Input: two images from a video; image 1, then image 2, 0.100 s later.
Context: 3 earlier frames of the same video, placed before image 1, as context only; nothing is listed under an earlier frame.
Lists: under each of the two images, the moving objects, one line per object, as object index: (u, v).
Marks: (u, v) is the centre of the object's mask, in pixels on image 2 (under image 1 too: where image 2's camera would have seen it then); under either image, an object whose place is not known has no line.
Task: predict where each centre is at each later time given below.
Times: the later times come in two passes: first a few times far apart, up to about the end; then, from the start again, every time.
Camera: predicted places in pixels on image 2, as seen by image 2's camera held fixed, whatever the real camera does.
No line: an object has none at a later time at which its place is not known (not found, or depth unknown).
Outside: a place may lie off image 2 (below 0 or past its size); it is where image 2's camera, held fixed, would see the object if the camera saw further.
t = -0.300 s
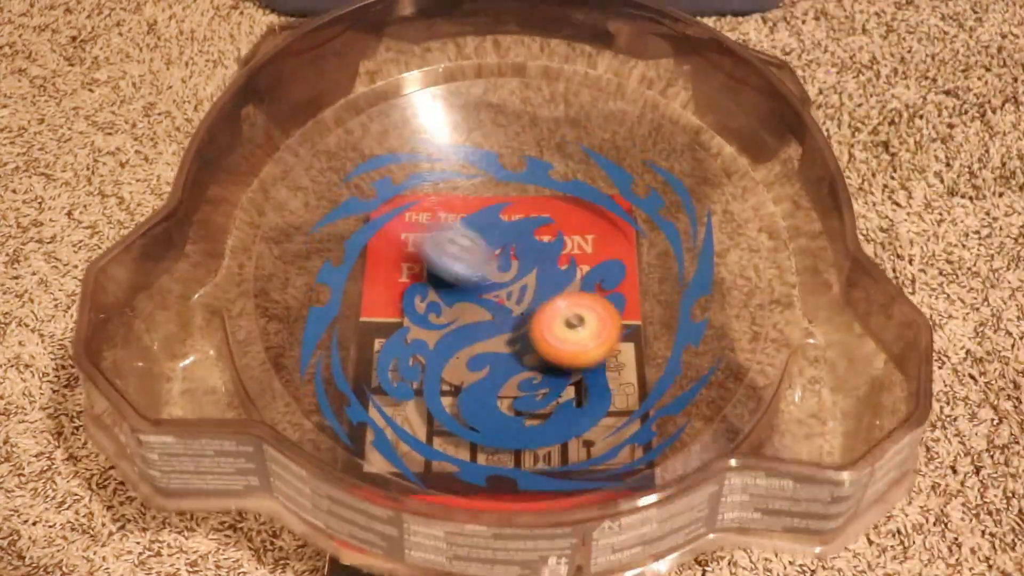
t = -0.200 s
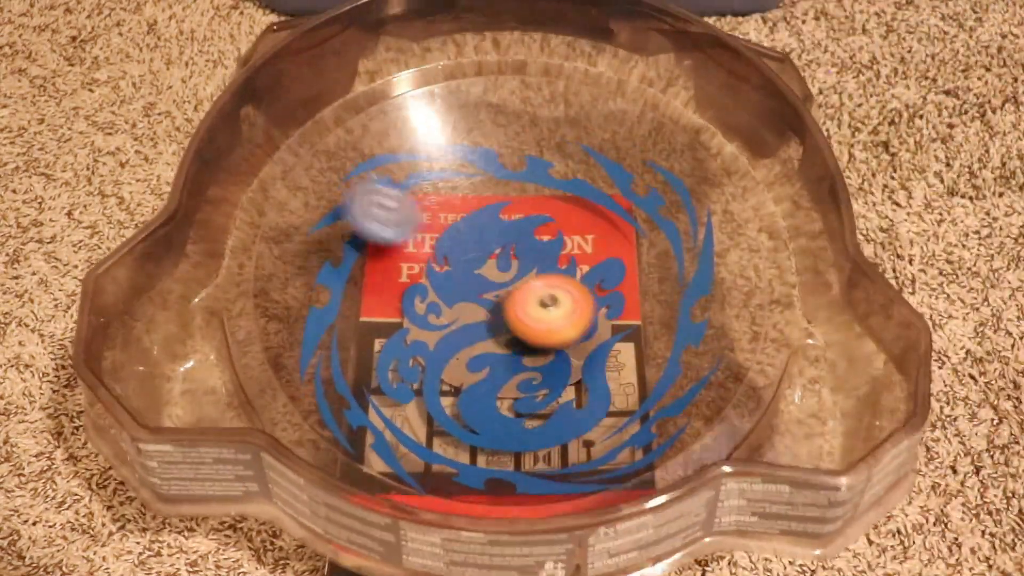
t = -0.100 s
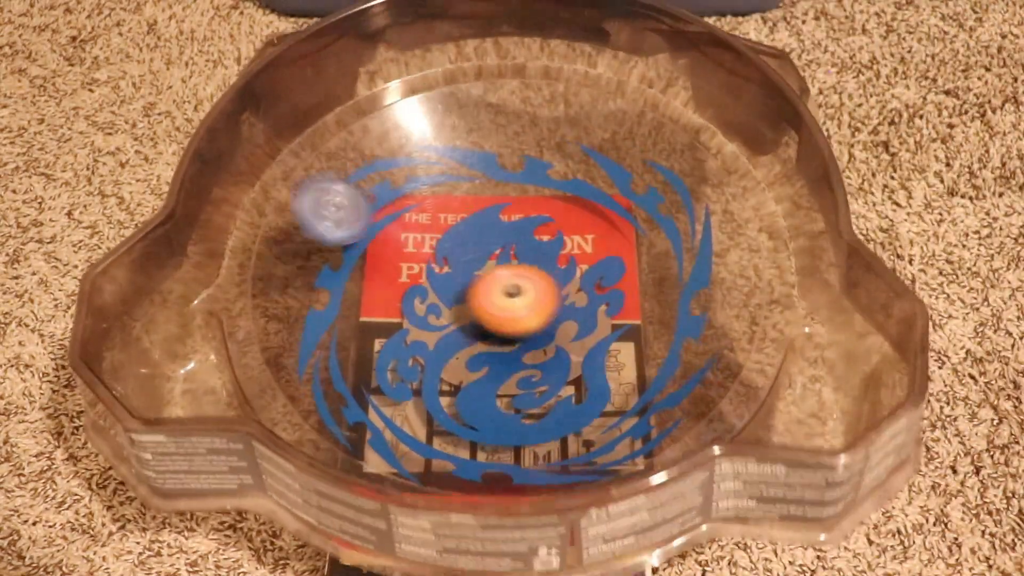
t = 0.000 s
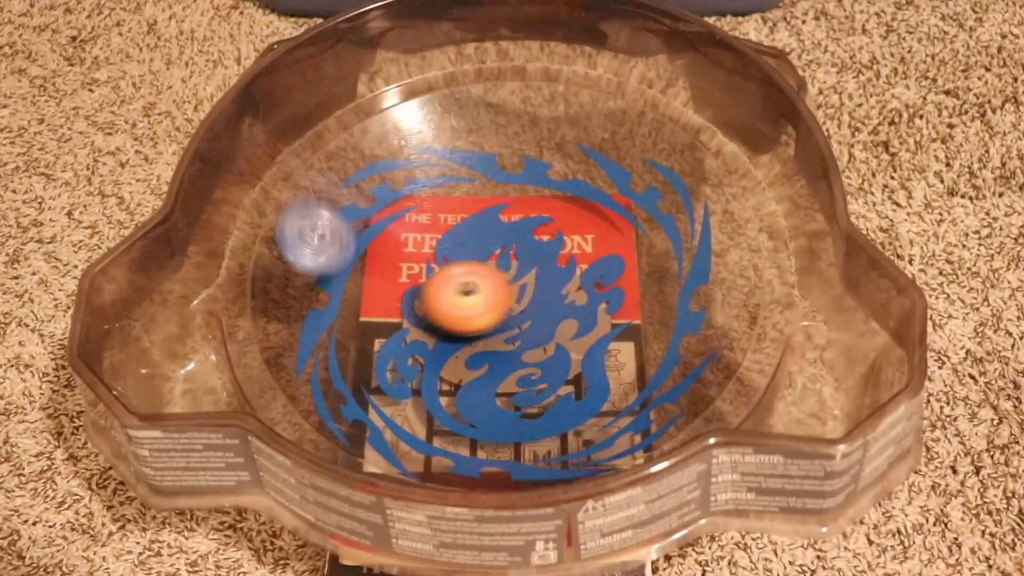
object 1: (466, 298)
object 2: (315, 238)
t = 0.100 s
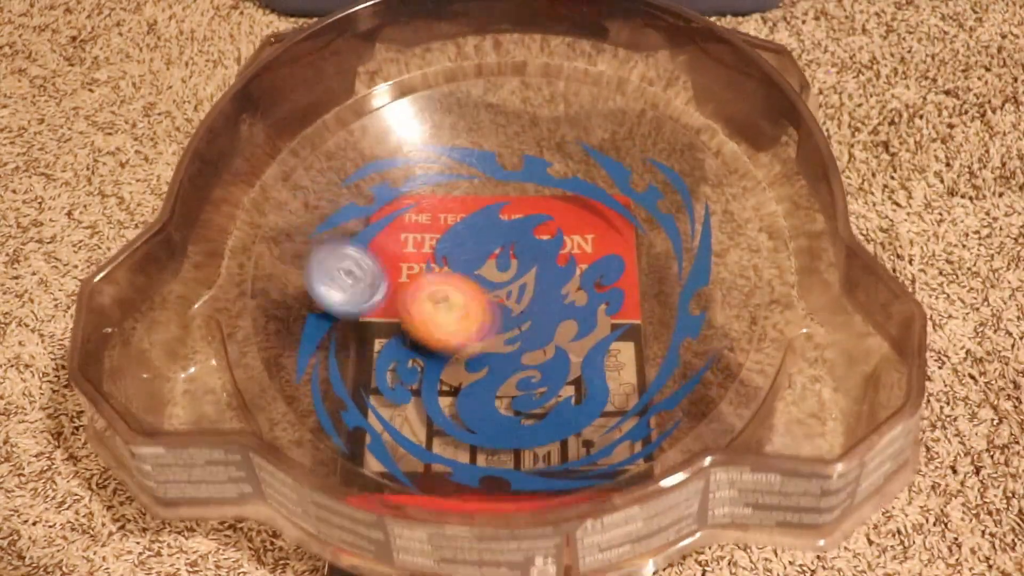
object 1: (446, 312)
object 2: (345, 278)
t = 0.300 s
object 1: (598, 340)
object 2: (374, 252)
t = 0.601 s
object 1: (592, 300)
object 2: (525, 100)
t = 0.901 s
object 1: (570, 306)
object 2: (532, 182)
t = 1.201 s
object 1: (513, 375)
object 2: (649, 276)
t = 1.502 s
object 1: (456, 332)
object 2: (627, 365)
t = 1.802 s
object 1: (416, 289)
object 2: (502, 352)
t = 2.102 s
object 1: (424, 241)
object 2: (523, 294)
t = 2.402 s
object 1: (475, 235)
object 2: (586, 228)
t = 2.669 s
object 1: (479, 246)
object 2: (613, 261)
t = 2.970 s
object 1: (503, 254)
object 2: (492, 374)
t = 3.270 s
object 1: (515, 276)
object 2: (477, 339)
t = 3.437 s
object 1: (548, 283)
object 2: (444, 305)
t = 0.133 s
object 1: (482, 330)
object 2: (332, 263)
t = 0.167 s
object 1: (516, 343)
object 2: (324, 254)
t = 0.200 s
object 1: (546, 350)
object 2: (327, 249)
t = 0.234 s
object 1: (568, 351)
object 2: (338, 248)
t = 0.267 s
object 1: (586, 347)
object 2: (354, 249)
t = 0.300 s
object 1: (598, 340)
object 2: (374, 252)
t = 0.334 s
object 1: (604, 331)
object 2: (398, 253)
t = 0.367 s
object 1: (605, 319)
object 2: (430, 250)
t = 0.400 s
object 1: (605, 304)
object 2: (460, 246)
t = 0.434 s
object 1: (601, 288)
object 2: (488, 238)
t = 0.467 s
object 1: (594, 272)
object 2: (514, 226)
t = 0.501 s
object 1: (587, 262)
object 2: (532, 211)
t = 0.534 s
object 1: (592, 277)
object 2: (532, 164)
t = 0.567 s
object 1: (593, 291)
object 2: (527, 127)
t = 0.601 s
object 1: (592, 300)
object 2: (525, 100)
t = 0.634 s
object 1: (589, 306)
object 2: (521, 82)
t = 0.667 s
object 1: (585, 308)
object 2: (519, 73)
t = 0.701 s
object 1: (582, 309)
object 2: (519, 72)
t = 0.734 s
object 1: (579, 309)
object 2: (522, 75)
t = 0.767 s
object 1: (577, 309)
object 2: (523, 85)
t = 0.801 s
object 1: (575, 308)
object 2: (522, 102)
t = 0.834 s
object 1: (574, 307)
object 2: (522, 124)
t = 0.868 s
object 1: (572, 306)
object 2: (526, 153)
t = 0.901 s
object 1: (570, 306)
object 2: (532, 182)
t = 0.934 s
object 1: (568, 306)
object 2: (541, 213)
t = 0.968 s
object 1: (563, 308)
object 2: (552, 236)
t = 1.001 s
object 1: (549, 328)
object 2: (577, 238)
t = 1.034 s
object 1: (536, 346)
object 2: (605, 240)
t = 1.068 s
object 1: (527, 356)
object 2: (625, 238)
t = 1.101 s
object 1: (520, 364)
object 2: (641, 247)
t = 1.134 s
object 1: (516, 370)
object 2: (649, 256)
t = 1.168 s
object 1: (514, 374)
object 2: (651, 264)
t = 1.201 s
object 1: (513, 375)
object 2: (649, 276)
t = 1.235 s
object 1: (513, 375)
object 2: (646, 289)
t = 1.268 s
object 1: (514, 374)
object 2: (640, 302)
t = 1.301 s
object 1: (515, 372)
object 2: (631, 315)
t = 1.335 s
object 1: (514, 369)
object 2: (619, 327)
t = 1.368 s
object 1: (515, 364)
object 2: (605, 341)
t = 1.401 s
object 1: (510, 359)
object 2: (598, 349)
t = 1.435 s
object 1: (488, 351)
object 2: (615, 356)
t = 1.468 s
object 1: (471, 341)
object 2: (625, 363)
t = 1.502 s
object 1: (456, 332)
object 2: (627, 365)
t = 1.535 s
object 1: (444, 321)
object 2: (625, 366)
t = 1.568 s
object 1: (433, 314)
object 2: (618, 370)
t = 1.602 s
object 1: (424, 308)
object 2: (602, 374)
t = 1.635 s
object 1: (418, 303)
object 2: (586, 376)
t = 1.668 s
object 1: (414, 299)
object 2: (569, 376)
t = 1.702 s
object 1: (411, 295)
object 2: (550, 375)
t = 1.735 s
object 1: (410, 293)
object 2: (535, 368)
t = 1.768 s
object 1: (411, 291)
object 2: (517, 360)
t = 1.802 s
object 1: (416, 289)
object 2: (502, 352)
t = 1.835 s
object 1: (420, 287)
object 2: (488, 342)
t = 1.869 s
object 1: (418, 279)
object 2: (487, 335)
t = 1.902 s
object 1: (418, 274)
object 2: (487, 333)
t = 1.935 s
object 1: (419, 270)
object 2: (484, 325)
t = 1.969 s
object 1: (420, 265)
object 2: (483, 314)
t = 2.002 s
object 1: (420, 256)
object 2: (492, 313)
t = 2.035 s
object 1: (420, 249)
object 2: (500, 309)
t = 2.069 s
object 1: (422, 244)
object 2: (513, 302)
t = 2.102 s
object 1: (424, 241)
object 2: (523, 294)
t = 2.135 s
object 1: (426, 239)
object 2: (535, 287)
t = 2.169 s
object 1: (431, 239)
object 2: (545, 279)
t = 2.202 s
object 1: (436, 238)
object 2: (556, 272)
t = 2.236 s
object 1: (442, 238)
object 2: (563, 263)
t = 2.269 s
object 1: (449, 238)
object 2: (569, 255)
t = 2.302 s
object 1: (458, 238)
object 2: (573, 245)
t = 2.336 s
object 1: (468, 238)
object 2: (574, 236)
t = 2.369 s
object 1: (479, 238)
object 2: (570, 229)
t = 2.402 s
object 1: (475, 235)
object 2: (586, 228)
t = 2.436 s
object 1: (464, 232)
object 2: (603, 225)
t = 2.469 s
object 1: (458, 231)
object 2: (618, 226)
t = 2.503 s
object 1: (456, 231)
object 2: (625, 231)
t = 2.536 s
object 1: (456, 231)
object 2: (625, 235)
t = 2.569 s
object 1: (459, 233)
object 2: (625, 239)
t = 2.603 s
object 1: (465, 236)
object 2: (622, 247)
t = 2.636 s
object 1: (471, 240)
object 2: (618, 254)
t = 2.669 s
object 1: (479, 246)
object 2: (613, 261)
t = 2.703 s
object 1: (486, 252)
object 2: (603, 270)
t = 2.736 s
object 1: (493, 258)
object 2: (592, 278)
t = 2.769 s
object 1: (499, 263)
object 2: (577, 285)
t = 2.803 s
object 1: (502, 264)
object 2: (562, 297)
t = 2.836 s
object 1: (501, 261)
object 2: (549, 320)
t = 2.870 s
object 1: (500, 258)
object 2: (533, 338)
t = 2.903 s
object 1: (500, 255)
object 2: (516, 354)
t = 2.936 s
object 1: (501, 254)
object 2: (502, 367)
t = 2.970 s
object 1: (503, 254)
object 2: (492, 374)
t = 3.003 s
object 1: (505, 254)
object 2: (482, 377)
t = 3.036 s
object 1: (508, 256)
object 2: (475, 380)
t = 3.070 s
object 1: (510, 258)
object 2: (472, 379)
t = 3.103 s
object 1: (512, 262)
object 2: (470, 373)
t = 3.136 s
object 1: (514, 265)
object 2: (469, 367)
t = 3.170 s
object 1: (515, 268)
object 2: (473, 362)
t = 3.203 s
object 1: (516, 271)
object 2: (476, 355)
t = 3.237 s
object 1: (516, 274)
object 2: (479, 348)
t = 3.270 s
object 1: (515, 276)
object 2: (477, 339)
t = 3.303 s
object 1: (515, 278)
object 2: (477, 331)
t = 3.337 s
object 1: (519, 278)
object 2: (464, 319)
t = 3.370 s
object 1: (528, 280)
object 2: (457, 314)
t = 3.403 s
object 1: (541, 281)
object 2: (449, 308)
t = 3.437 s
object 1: (548, 283)
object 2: (444, 305)
